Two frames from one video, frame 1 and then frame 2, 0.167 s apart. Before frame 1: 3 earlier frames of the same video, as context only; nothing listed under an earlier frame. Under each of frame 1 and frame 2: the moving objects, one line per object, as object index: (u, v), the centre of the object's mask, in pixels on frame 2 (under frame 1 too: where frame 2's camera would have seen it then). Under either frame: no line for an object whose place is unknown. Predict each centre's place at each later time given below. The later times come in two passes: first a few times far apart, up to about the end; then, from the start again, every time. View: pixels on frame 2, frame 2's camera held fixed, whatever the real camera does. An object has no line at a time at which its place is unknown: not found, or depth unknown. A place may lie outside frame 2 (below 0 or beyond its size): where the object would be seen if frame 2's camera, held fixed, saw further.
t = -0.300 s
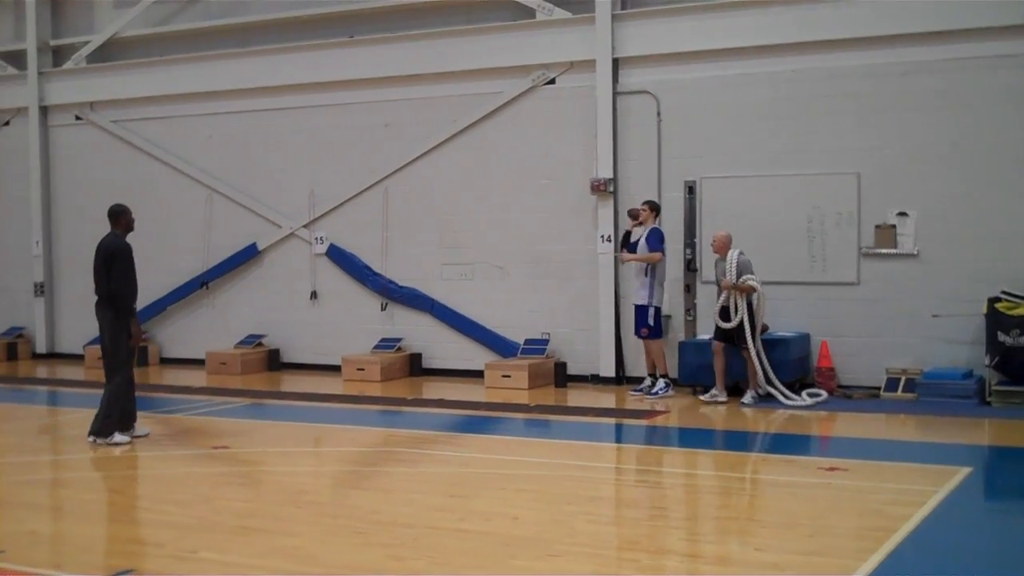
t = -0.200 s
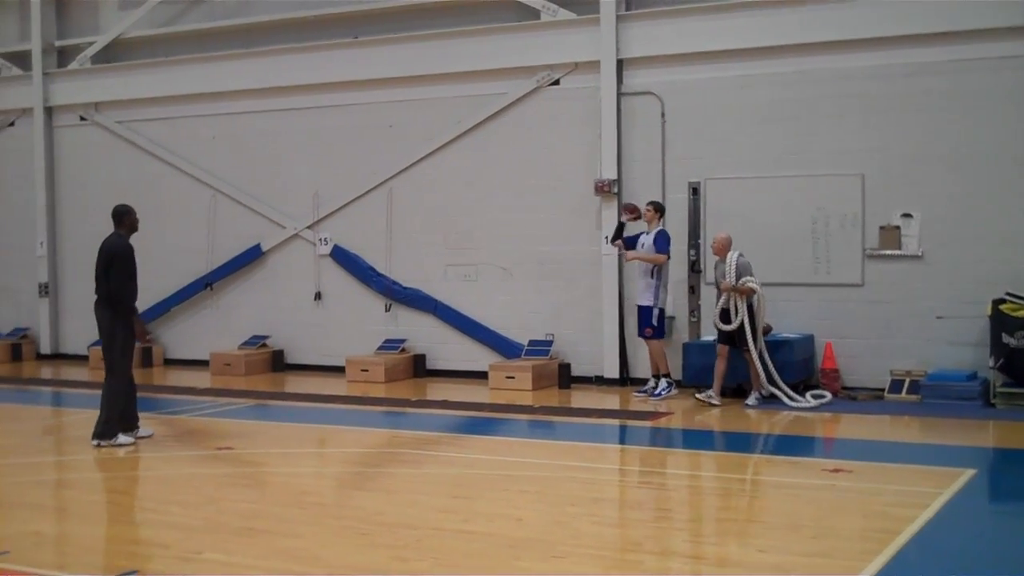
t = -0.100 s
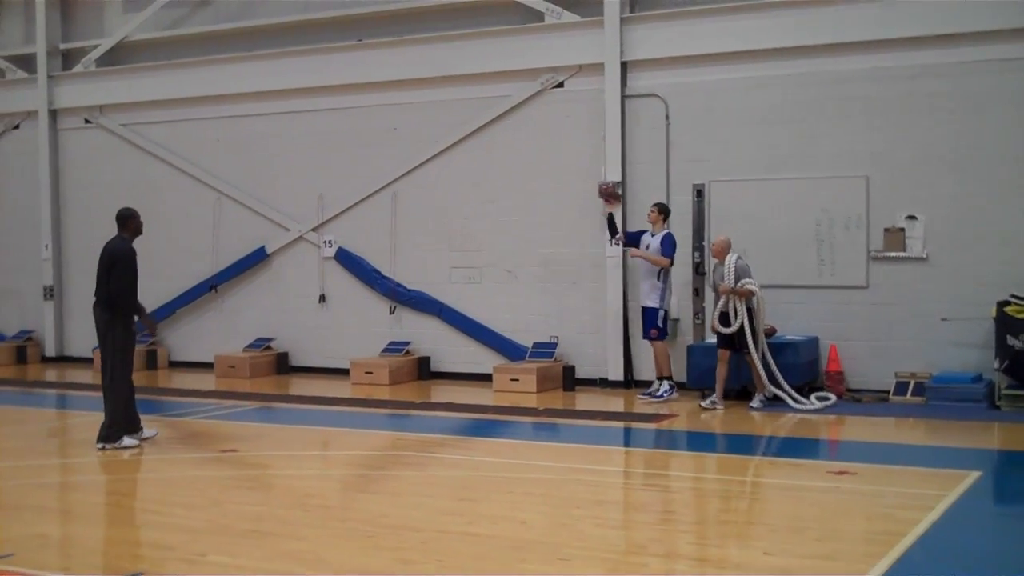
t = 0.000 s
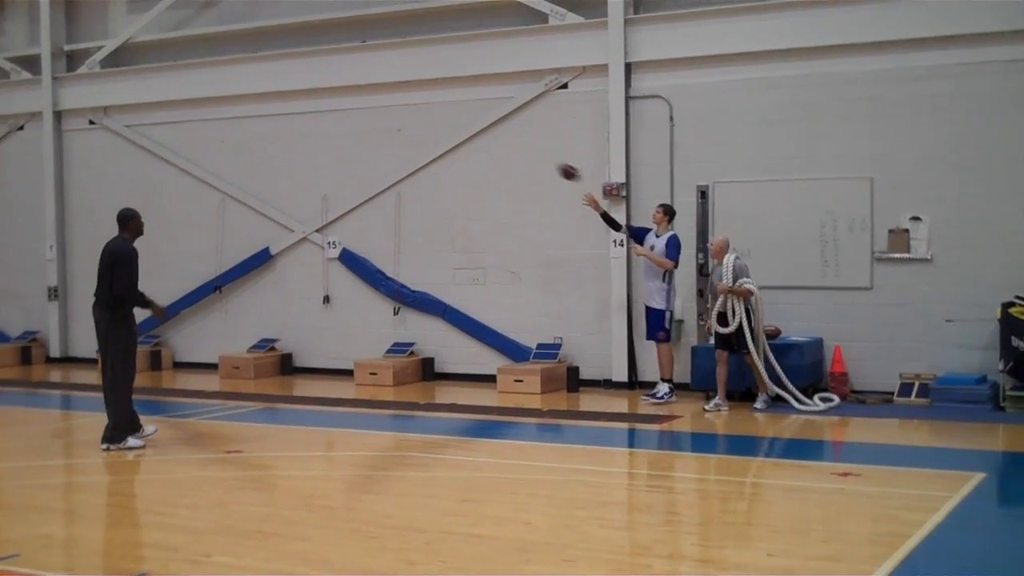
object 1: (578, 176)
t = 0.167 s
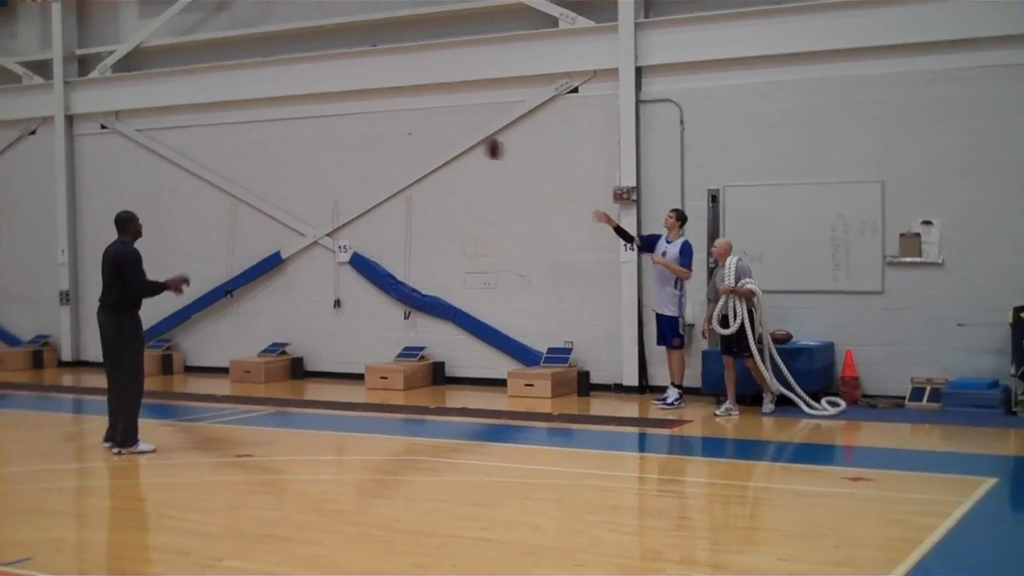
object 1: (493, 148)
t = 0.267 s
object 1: (439, 141)
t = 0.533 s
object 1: (286, 174)
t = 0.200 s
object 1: (475, 145)
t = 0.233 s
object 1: (457, 142)
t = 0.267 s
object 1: (439, 141)
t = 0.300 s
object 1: (421, 141)
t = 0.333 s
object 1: (403, 143)
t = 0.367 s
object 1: (384, 144)
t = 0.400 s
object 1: (365, 148)
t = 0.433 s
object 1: (346, 152)
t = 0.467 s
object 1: (327, 158)
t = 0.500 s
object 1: (306, 165)
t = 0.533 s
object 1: (286, 174)
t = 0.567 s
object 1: (265, 184)
